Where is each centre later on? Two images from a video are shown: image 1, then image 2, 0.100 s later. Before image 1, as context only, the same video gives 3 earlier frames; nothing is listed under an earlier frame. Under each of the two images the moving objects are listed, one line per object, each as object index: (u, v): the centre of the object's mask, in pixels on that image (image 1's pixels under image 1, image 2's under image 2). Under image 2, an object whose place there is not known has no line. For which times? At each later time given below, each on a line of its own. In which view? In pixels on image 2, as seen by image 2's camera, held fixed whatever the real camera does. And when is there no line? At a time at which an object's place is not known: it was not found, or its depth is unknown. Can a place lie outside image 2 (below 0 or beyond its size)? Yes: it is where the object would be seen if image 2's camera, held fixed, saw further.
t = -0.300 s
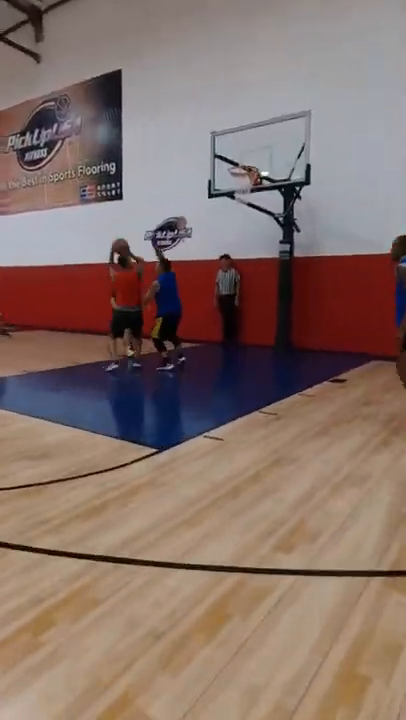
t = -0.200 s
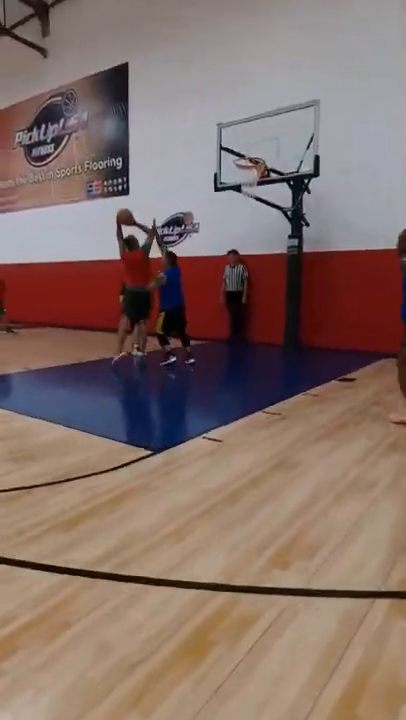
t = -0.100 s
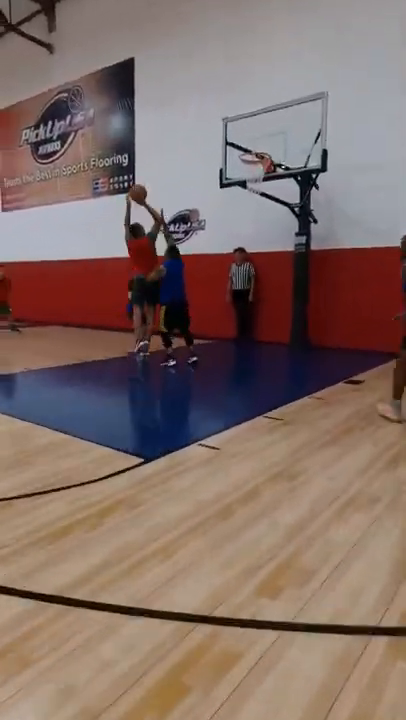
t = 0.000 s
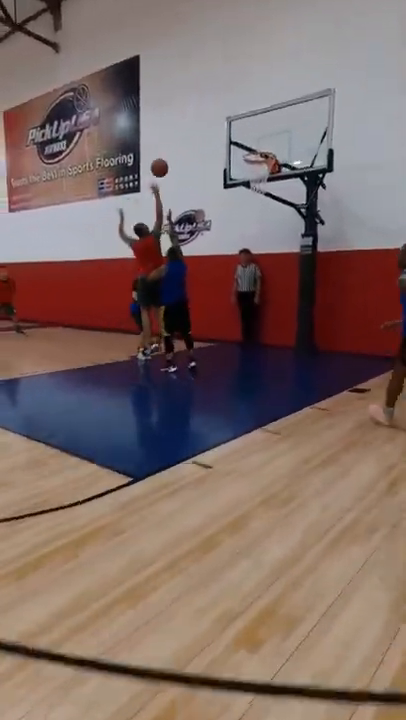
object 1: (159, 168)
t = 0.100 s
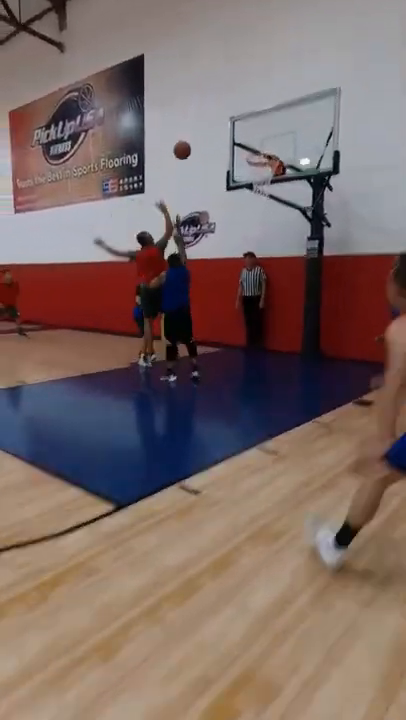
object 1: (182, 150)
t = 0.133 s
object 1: (188, 145)
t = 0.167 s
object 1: (195, 141)
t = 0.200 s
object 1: (202, 138)
